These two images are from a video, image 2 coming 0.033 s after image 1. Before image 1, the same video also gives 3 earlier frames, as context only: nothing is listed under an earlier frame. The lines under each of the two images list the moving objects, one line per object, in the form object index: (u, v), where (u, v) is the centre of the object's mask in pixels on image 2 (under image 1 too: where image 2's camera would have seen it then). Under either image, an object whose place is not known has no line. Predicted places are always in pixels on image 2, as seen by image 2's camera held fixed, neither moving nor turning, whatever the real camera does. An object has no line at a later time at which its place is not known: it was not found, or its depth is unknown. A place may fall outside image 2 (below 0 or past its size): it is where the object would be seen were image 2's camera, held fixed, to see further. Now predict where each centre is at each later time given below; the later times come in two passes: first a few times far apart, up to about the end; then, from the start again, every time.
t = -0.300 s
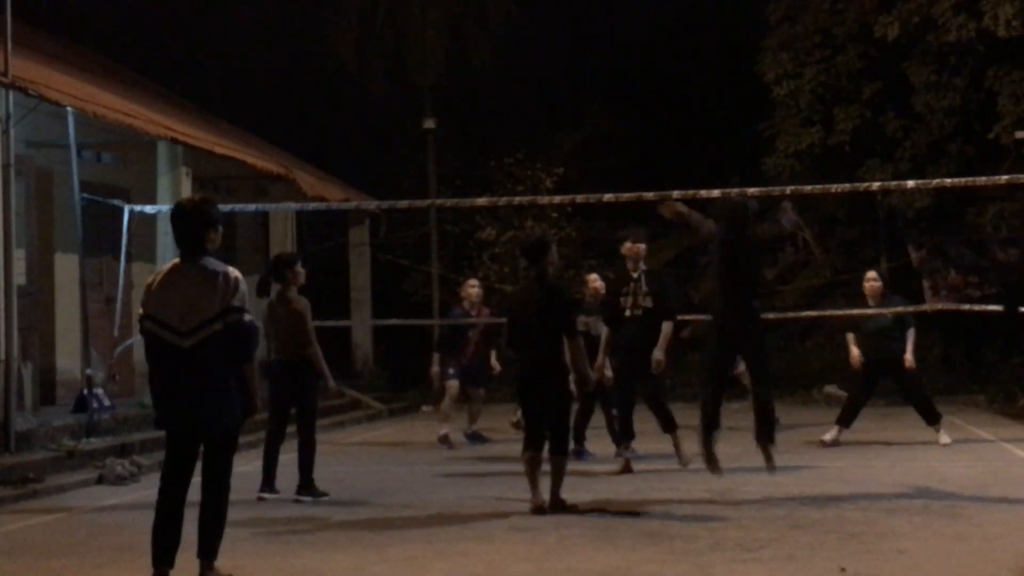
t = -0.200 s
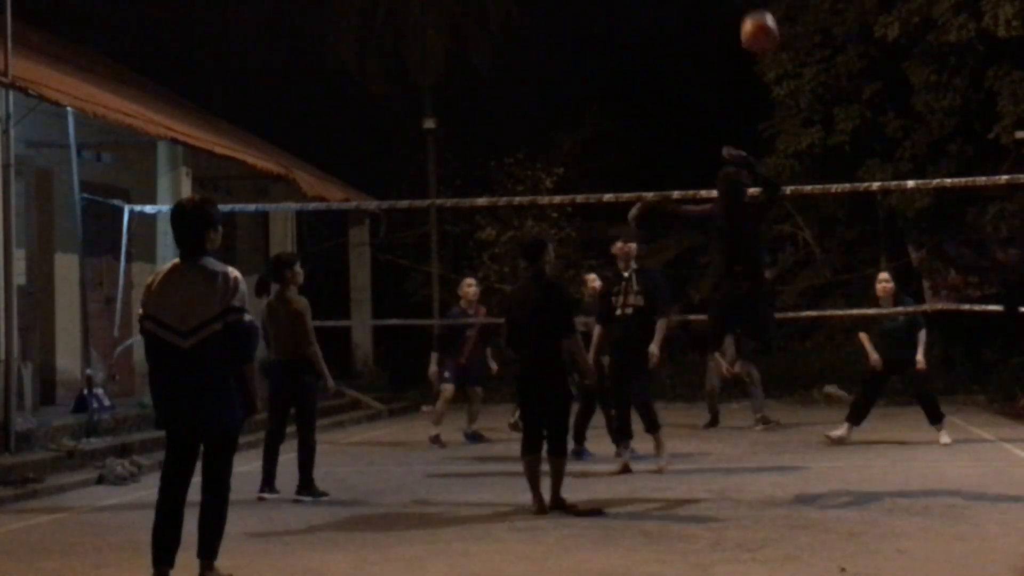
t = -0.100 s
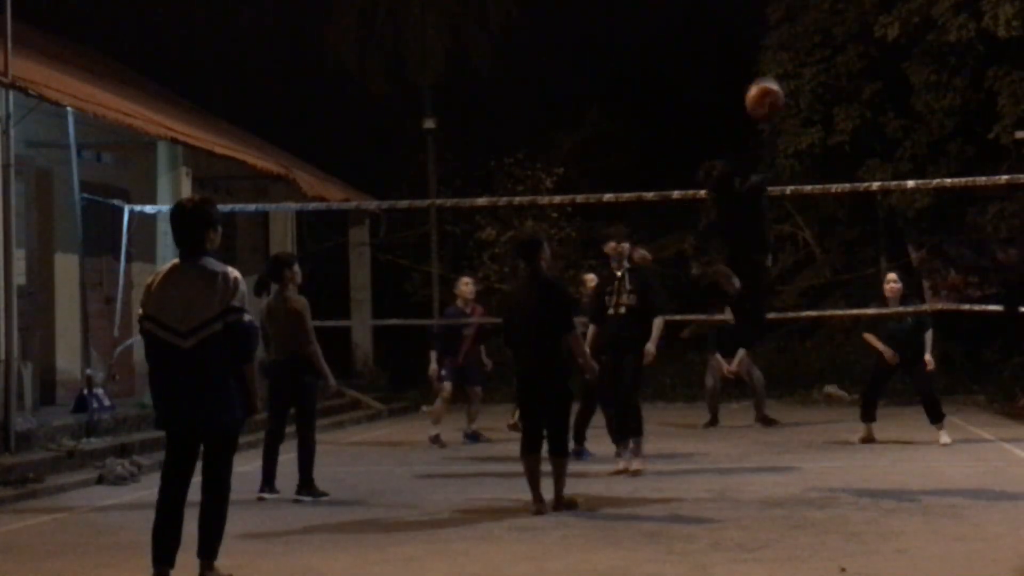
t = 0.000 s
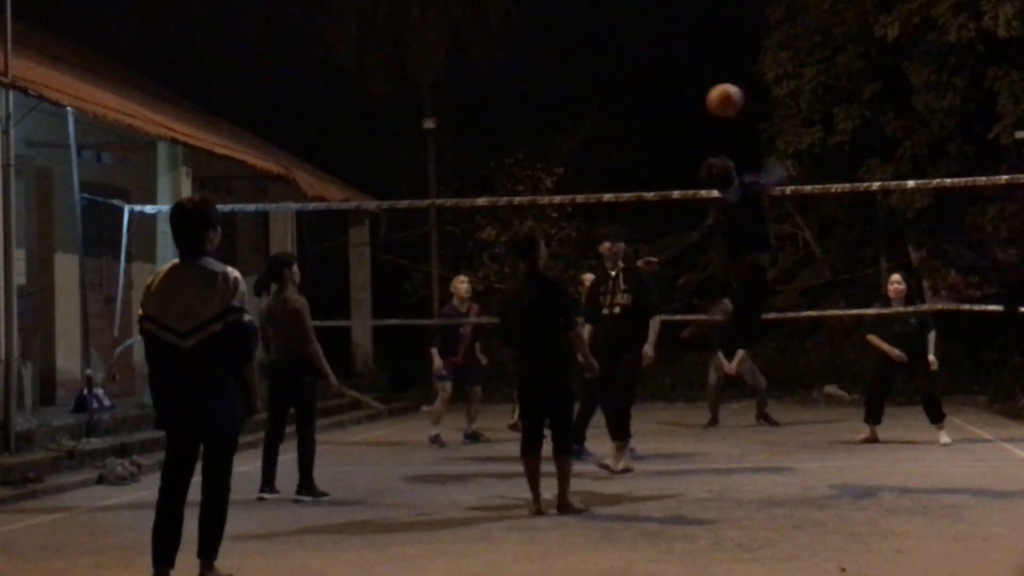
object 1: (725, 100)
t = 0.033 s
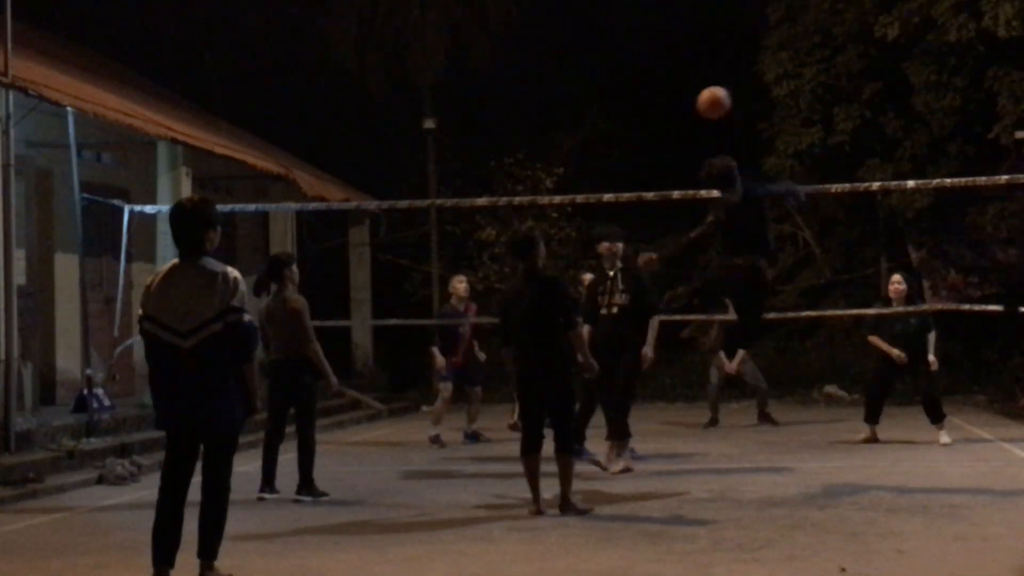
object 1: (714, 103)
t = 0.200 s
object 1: (671, 131)
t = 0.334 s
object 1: (649, 169)
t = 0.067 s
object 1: (704, 107)
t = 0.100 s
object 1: (695, 112)
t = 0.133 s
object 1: (687, 118)
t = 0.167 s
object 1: (679, 124)
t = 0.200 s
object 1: (671, 131)
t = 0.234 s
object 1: (665, 139)
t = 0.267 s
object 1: (659, 148)
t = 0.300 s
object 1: (654, 158)
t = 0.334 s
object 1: (649, 169)
